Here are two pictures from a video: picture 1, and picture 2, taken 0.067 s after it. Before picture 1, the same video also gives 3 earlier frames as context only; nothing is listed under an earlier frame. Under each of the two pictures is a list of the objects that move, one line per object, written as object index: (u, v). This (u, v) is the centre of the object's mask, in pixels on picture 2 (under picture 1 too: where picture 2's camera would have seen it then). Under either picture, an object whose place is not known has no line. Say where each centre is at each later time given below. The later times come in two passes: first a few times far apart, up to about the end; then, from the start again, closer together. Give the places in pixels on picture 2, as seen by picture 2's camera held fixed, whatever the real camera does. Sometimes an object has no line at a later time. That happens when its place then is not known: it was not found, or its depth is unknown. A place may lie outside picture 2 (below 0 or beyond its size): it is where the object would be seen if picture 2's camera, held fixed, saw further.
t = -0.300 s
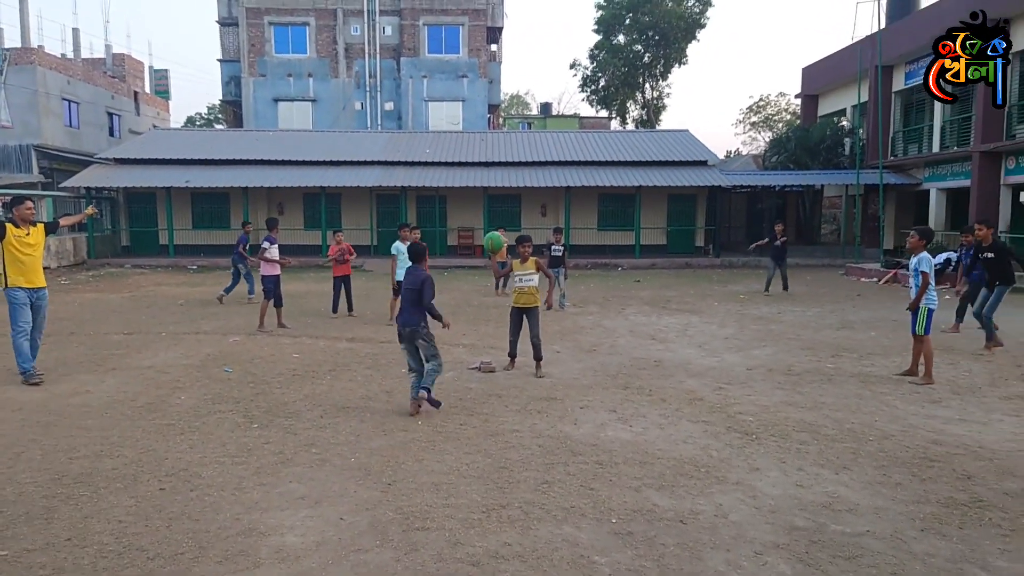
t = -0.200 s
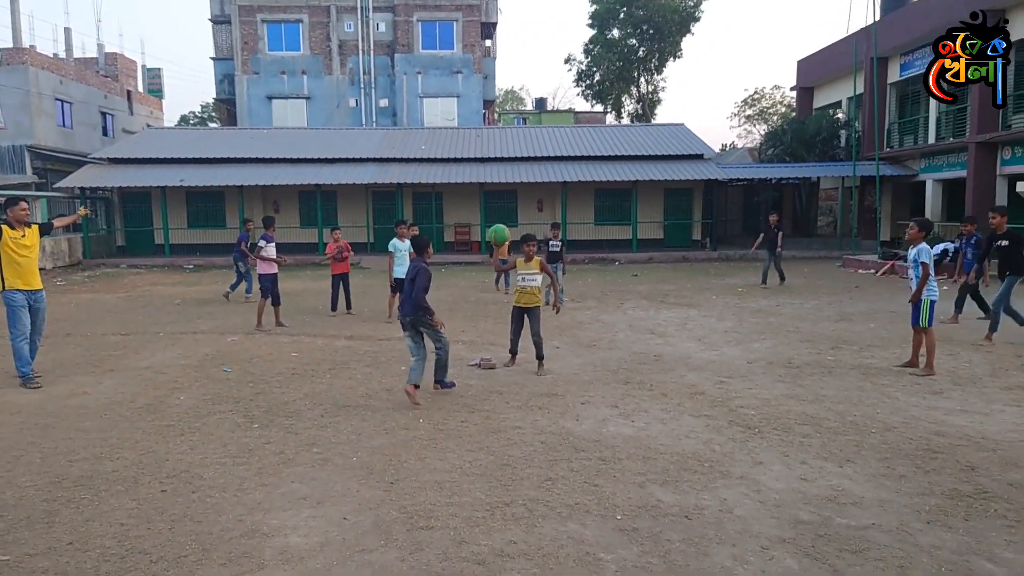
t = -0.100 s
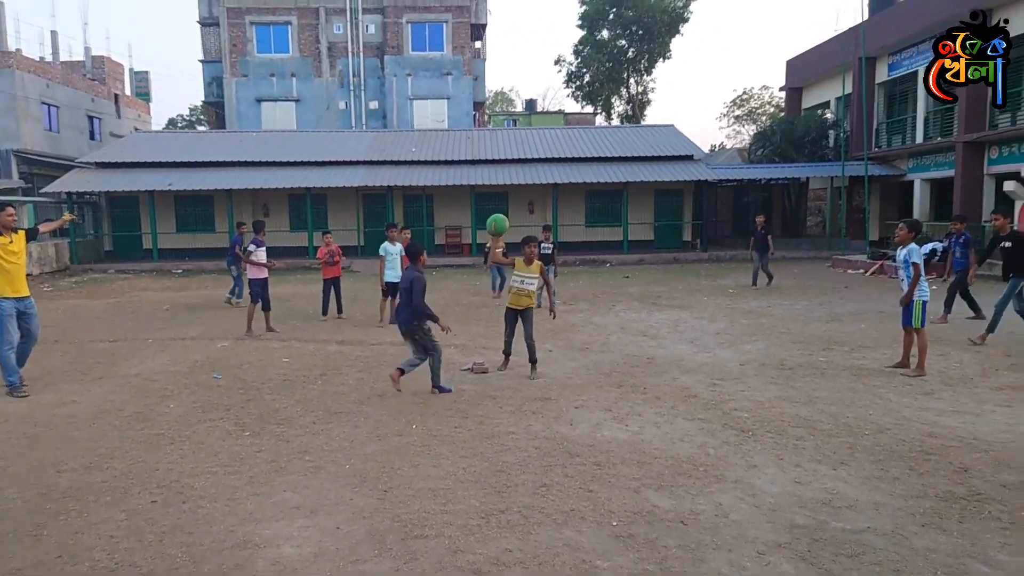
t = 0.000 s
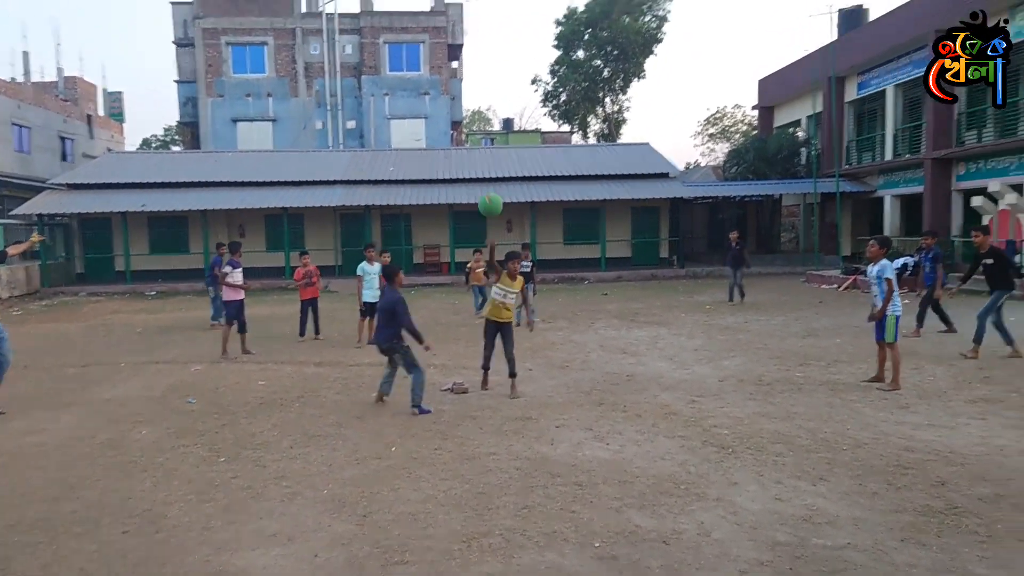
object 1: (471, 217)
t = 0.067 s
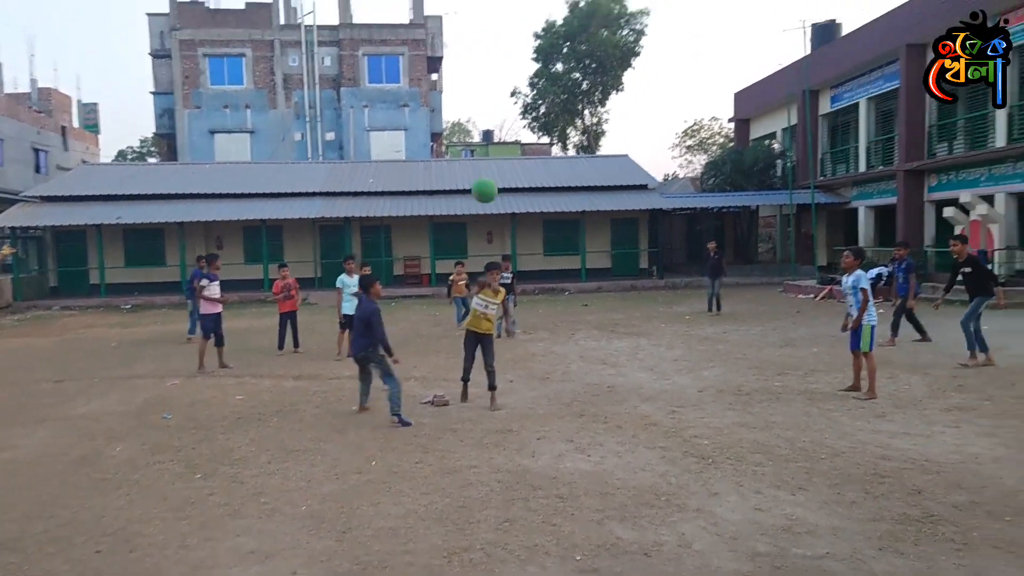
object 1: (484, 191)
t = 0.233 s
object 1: (525, 135)
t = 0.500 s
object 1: (641, 98)
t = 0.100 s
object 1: (492, 178)
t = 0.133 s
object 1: (500, 166)
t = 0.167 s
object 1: (508, 155)
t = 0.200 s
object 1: (517, 144)
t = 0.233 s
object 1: (525, 135)
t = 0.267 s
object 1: (535, 126)
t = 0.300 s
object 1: (546, 119)
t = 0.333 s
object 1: (556, 114)
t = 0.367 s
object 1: (570, 107)
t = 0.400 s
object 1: (584, 102)
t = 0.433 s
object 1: (599, 99)
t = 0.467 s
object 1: (619, 97)
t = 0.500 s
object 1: (641, 98)
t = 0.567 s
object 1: (688, 109)
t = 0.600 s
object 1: (718, 120)
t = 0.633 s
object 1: (753, 135)
